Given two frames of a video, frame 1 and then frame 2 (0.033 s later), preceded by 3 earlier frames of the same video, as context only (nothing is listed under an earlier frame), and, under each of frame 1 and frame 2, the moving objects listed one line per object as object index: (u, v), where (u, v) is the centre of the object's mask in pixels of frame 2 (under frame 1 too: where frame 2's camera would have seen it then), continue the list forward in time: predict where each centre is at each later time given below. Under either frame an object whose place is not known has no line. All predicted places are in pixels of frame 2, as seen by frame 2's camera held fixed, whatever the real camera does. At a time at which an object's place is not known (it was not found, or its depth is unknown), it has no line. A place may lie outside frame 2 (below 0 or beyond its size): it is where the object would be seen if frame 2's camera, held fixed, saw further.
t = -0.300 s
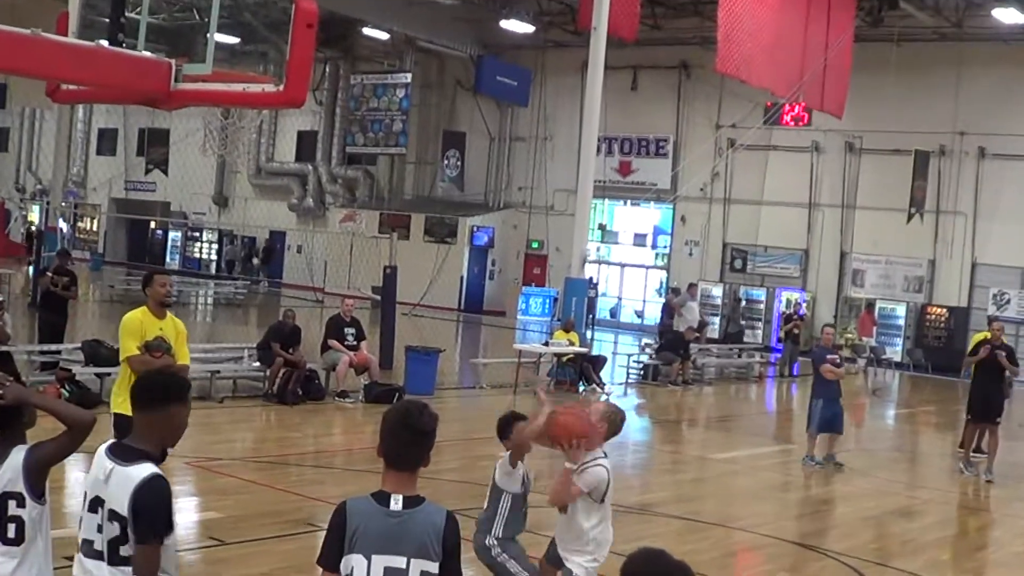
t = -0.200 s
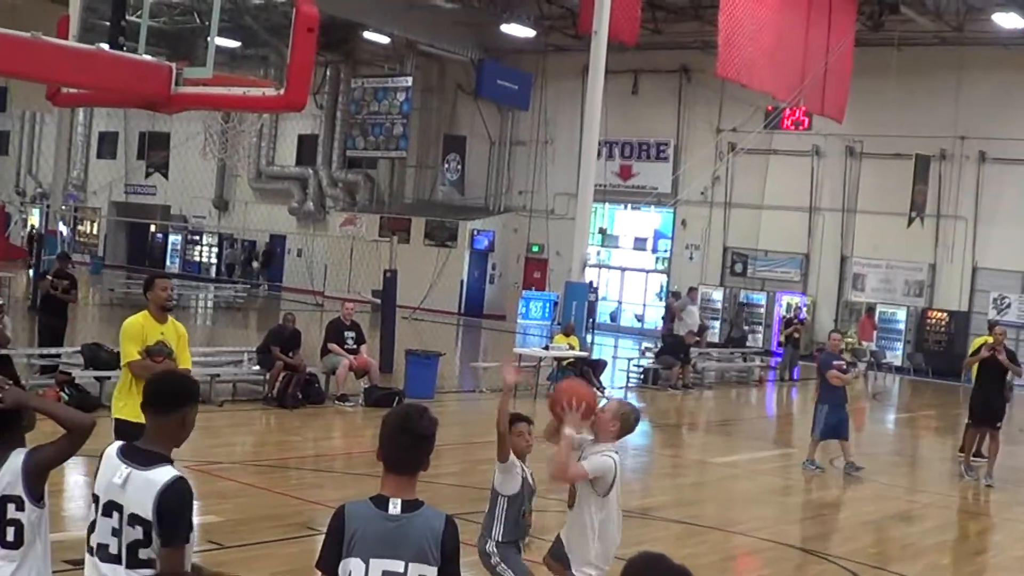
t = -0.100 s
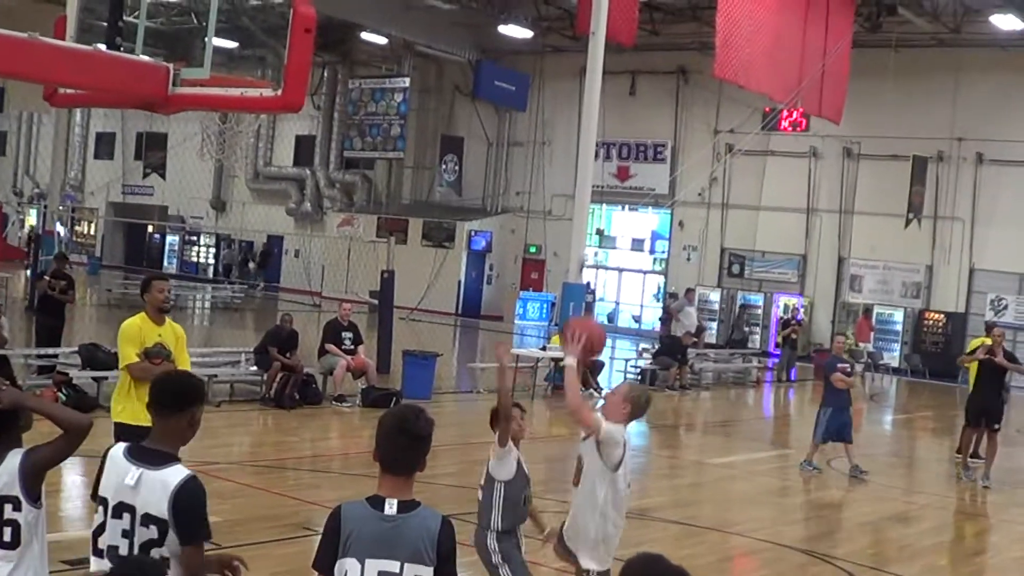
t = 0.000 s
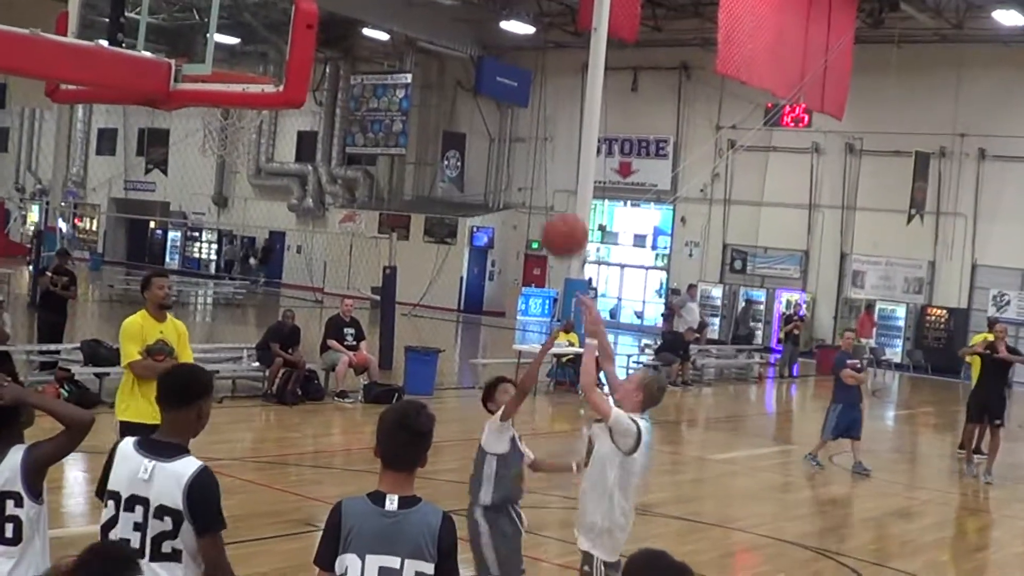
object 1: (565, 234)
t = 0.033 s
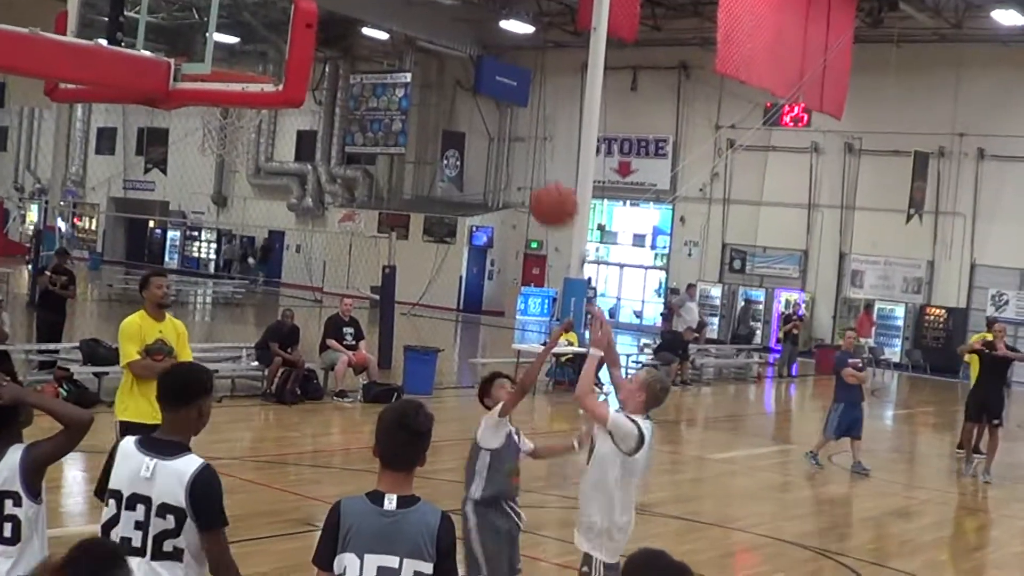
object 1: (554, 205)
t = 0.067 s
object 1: (544, 177)
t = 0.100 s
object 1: (532, 152)
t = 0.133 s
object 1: (522, 128)
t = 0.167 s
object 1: (511, 107)
